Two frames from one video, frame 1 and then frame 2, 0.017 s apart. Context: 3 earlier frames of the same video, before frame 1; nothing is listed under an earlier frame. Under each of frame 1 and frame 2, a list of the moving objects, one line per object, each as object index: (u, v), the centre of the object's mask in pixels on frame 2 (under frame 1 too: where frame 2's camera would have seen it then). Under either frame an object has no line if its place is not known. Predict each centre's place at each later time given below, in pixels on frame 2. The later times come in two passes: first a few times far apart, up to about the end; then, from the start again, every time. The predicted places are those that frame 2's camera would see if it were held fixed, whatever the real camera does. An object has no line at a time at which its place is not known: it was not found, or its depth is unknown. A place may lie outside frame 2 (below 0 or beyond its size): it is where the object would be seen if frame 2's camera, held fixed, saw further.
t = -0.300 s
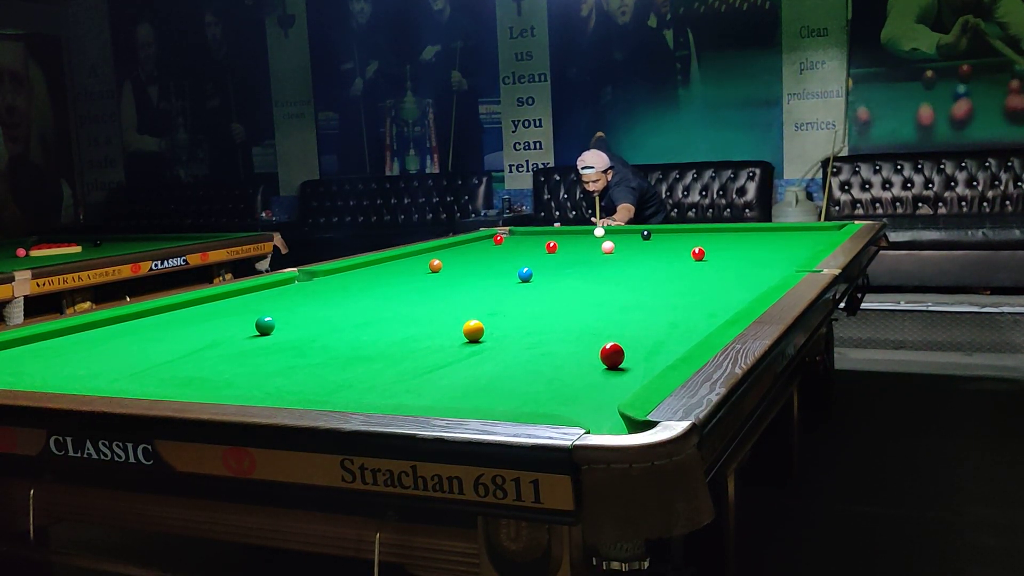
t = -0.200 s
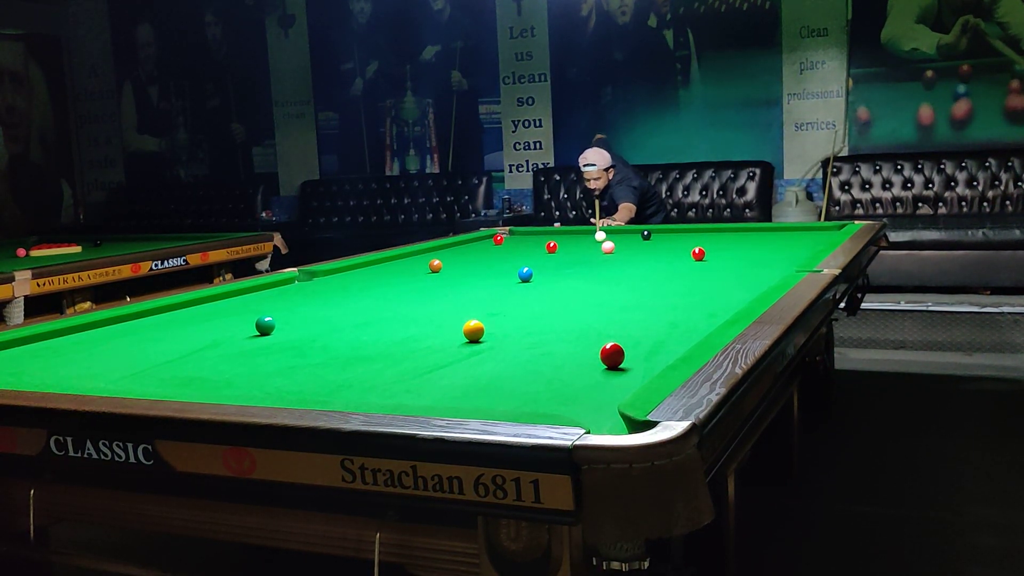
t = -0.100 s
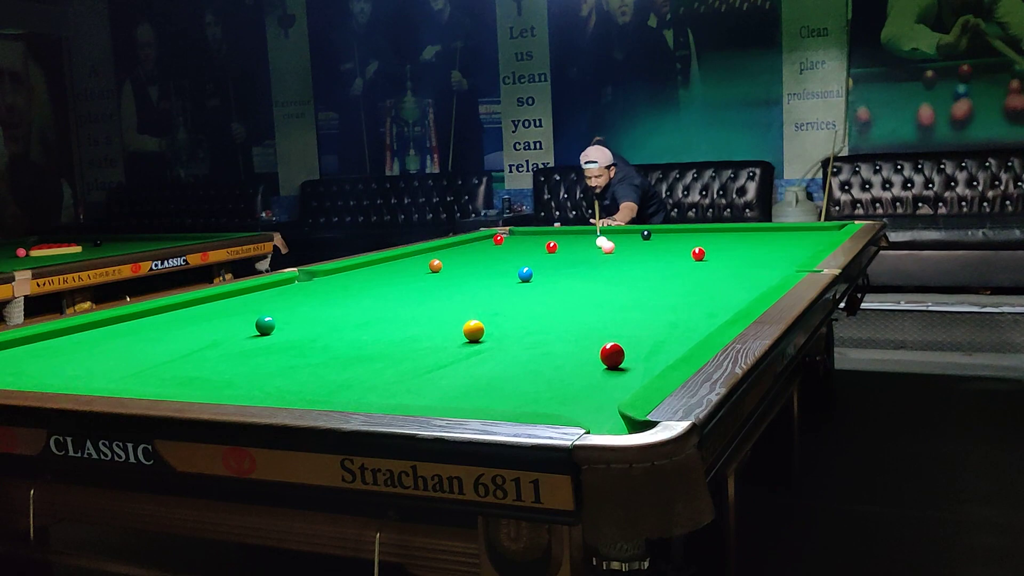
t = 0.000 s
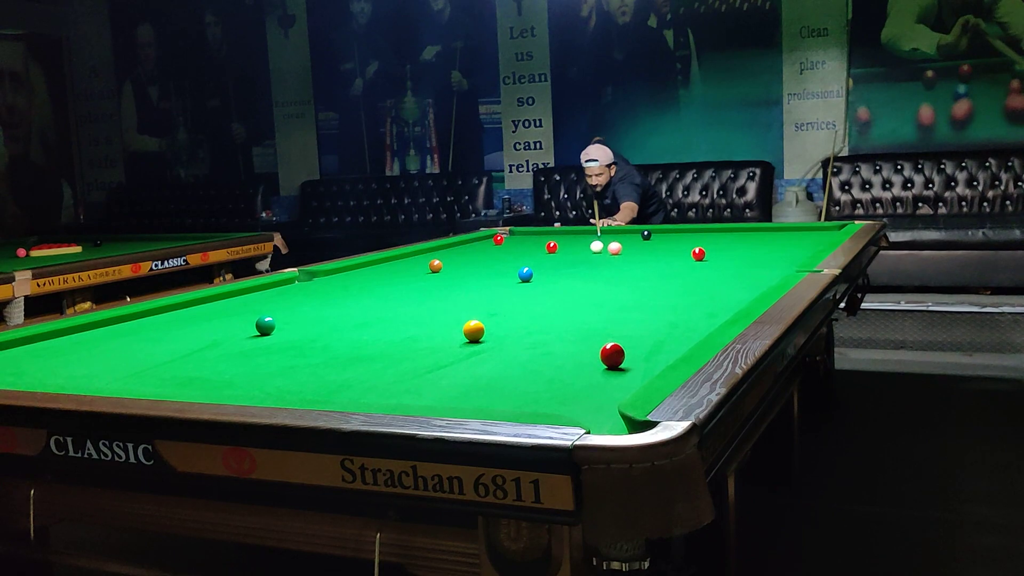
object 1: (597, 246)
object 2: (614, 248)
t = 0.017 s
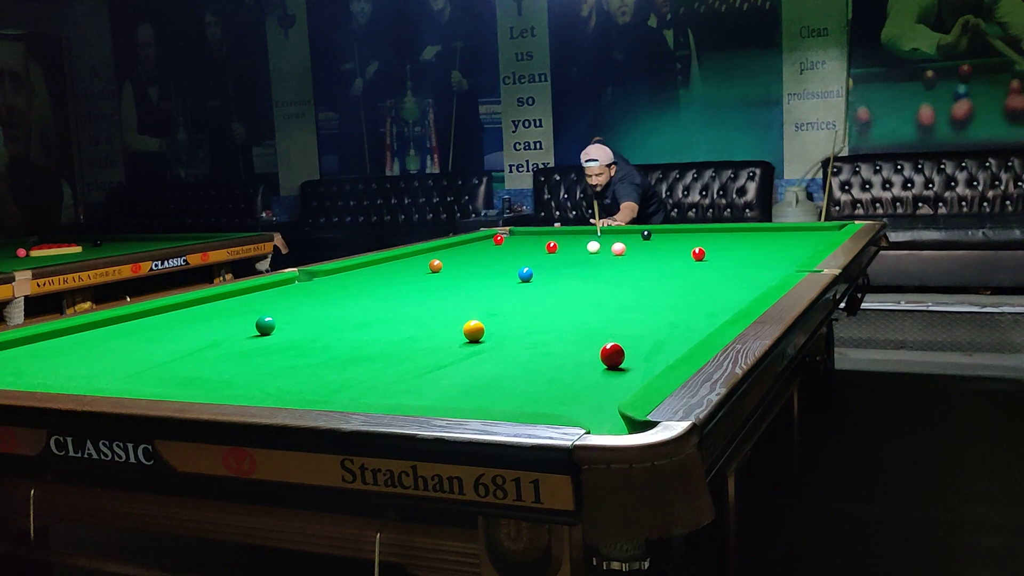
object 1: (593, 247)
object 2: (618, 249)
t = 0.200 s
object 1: (562, 250)
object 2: (660, 256)
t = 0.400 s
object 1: (531, 252)
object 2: (706, 263)
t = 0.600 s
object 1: (500, 254)
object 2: (759, 271)
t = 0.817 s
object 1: (468, 257)
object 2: (776, 271)
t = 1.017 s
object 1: (440, 257)
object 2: (760, 265)
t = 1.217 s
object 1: (411, 261)
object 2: (746, 260)
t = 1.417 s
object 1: (383, 263)
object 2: (732, 255)
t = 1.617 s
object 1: (356, 265)
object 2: (721, 250)
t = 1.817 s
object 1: (356, 267)
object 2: (711, 247)
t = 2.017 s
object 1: (360, 268)
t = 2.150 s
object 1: (363, 268)
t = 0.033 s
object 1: (590, 247)
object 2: (622, 249)
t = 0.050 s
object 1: (587, 247)
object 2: (626, 250)
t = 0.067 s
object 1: (584, 248)
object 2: (630, 251)
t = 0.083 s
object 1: (581, 248)
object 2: (634, 251)
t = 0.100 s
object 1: (578, 248)
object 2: (638, 252)
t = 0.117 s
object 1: (575, 248)
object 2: (641, 253)
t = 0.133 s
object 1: (572, 249)
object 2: (645, 253)
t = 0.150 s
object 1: (570, 249)
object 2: (649, 254)
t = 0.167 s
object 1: (567, 249)
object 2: (653, 254)
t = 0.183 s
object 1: (565, 249)
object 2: (657, 255)
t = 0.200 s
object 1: (562, 250)
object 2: (660, 256)
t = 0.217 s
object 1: (559, 250)
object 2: (664, 256)
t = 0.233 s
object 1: (557, 250)
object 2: (668, 257)
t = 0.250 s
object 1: (554, 250)
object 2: (671, 257)
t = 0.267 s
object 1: (551, 250)
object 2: (675, 258)
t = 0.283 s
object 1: (549, 251)
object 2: (679, 259)
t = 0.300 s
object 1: (546, 251)
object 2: (682, 259)
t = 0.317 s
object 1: (544, 251)
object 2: (686, 260)
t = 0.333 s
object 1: (541, 251)
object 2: (690, 261)
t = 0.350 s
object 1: (538, 251)
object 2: (694, 261)
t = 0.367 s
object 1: (536, 251)
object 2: (698, 262)
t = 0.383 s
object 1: (533, 252)
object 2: (702, 262)
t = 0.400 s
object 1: (531, 252)
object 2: (706, 263)
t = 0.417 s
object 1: (528, 252)
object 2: (710, 263)
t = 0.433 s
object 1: (526, 252)
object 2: (714, 264)
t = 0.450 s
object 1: (523, 252)
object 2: (719, 265)
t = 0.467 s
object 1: (521, 253)
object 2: (723, 265)
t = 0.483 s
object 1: (518, 253)
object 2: (727, 266)
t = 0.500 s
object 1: (515, 253)
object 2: (732, 267)
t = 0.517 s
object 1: (513, 253)
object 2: (736, 268)
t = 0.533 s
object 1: (510, 253)
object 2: (741, 268)
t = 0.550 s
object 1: (508, 254)
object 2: (745, 269)
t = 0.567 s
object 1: (505, 254)
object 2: (750, 270)
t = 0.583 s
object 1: (503, 254)
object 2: (755, 271)
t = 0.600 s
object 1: (500, 254)
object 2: (759, 271)
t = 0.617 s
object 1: (498, 254)
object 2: (764, 272)
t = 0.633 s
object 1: (495, 255)
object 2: (769, 273)
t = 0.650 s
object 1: (493, 255)
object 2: (774, 273)
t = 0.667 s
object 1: (490, 255)
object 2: (778, 273)
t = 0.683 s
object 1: (488, 255)
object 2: (783, 272)
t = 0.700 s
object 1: (485, 255)
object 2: (789, 272)
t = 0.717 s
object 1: (483, 256)
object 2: (787, 272)
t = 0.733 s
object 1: (480, 256)
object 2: (785, 272)
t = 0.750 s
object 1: (478, 256)
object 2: (783, 272)
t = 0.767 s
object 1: (475, 256)
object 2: (781, 272)
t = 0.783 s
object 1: (473, 256)
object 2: (780, 271)
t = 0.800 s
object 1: (471, 256)
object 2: (778, 271)
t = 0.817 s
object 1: (468, 257)
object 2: (776, 271)
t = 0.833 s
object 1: (466, 257)
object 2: (775, 271)
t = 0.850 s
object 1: (463, 257)
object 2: (774, 271)
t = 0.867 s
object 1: (461, 257)
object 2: (772, 270)
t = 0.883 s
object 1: (458, 257)
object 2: (771, 269)
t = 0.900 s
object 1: (456, 258)
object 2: (769, 269)
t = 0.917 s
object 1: (453, 258)
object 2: (768, 268)
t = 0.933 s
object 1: (451, 258)
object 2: (767, 268)
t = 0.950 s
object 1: (449, 258)
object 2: (765, 267)
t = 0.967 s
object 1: (446, 258)
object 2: (764, 267)
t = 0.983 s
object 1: (444, 258)
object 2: (763, 266)
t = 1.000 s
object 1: (442, 258)
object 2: (761, 266)
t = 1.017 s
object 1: (440, 257)
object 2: (760, 265)
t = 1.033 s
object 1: (437, 257)
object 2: (759, 265)
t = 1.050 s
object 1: (434, 258)
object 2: (758, 264)
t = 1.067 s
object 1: (431, 258)
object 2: (756, 264)
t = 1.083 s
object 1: (429, 259)
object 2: (755, 263)
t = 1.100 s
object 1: (427, 259)
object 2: (754, 263)
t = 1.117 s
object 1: (424, 260)
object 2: (752, 262)
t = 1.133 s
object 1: (422, 260)
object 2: (751, 262)
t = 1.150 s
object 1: (420, 260)
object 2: (750, 261)
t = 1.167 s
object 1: (418, 260)
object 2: (749, 261)
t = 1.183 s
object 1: (415, 261)
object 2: (748, 260)
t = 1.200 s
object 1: (413, 261)
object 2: (747, 260)
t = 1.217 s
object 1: (411, 261)
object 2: (746, 260)
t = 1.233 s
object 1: (408, 261)
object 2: (744, 259)
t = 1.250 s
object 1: (406, 261)
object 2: (743, 259)
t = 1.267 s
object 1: (404, 262)
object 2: (742, 258)
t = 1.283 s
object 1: (401, 262)
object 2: (741, 258)
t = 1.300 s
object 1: (399, 262)
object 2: (740, 258)
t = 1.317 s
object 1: (397, 262)
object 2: (739, 257)
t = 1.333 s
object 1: (395, 262)
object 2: (738, 257)
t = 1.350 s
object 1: (392, 263)
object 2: (736, 256)
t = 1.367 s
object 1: (390, 263)
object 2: (735, 256)
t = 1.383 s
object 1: (388, 263)
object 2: (734, 255)
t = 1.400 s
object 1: (385, 263)
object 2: (733, 255)
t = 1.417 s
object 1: (383, 263)
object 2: (732, 255)
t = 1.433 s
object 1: (381, 263)
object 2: (732, 254)
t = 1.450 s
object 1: (378, 264)
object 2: (731, 254)
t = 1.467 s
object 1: (376, 264)
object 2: (730, 254)
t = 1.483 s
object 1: (374, 264)
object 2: (729, 253)
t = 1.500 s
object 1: (372, 264)
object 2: (728, 253)
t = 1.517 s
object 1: (369, 264)
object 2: (727, 253)
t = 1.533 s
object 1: (367, 265)
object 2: (726, 253)
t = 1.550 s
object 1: (365, 265)
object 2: (725, 252)
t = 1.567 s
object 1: (363, 265)
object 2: (724, 252)
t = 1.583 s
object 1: (360, 265)
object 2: (723, 251)
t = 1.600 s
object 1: (358, 265)
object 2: (722, 251)
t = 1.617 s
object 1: (356, 265)
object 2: (721, 250)
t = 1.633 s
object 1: (354, 266)
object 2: (720, 250)
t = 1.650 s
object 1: (352, 266)
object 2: (719, 250)
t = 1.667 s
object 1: (352, 266)
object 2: (718, 250)
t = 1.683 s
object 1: (353, 266)
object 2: (717, 249)
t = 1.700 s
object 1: (353, 266)
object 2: (717, 249)
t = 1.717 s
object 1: (354, 266)
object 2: (716, 249)
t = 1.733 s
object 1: (354, 266)
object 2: (715, 248)
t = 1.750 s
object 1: (355, 266)
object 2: (714, 248)
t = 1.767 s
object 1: (355, 266)
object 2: (713, 248)
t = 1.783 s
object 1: (355, 267)
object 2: (712, 248)
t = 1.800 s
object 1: (356, 267)
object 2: (711, 247)
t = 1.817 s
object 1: (356, 267)
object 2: (711, 247)
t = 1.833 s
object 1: (356, 267)
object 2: (710, 246)
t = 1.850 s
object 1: (357, 267)
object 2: (709, 246)
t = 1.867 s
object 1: (357, 267)
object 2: (708, 246)
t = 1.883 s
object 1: (357, 267)
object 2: (707, 245)
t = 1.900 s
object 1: (358, 267)
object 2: (707, 245)
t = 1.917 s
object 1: (358, 267)
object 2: (706, 245)
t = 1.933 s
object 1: (358, 267)
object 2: (705, 244)
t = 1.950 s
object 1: (359, 267)
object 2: (705, 244)
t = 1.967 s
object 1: (359, 267)
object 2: (704, 244)
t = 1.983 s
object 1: (359, 268)
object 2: (703, 244)
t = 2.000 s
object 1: (360, 268)
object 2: (702, 243)
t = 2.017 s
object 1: (360, 268)
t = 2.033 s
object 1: (360, 268)
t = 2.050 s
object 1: (361, 268)
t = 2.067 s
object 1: (361, 268)
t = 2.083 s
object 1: (361, 268)
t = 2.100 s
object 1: (362, 268)
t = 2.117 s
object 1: (362, 268)
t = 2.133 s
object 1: (362, 268)
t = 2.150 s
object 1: (363, 268)
